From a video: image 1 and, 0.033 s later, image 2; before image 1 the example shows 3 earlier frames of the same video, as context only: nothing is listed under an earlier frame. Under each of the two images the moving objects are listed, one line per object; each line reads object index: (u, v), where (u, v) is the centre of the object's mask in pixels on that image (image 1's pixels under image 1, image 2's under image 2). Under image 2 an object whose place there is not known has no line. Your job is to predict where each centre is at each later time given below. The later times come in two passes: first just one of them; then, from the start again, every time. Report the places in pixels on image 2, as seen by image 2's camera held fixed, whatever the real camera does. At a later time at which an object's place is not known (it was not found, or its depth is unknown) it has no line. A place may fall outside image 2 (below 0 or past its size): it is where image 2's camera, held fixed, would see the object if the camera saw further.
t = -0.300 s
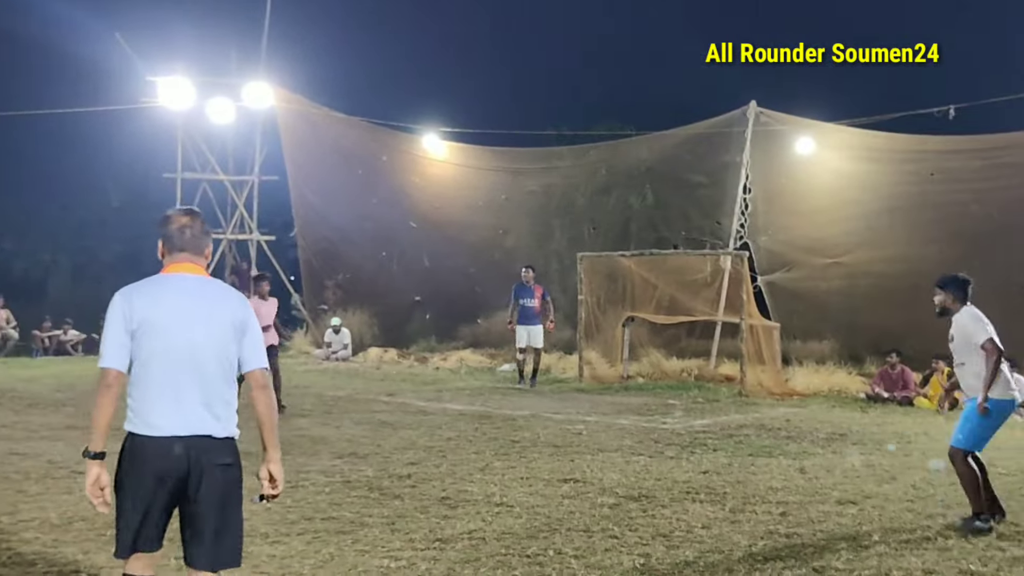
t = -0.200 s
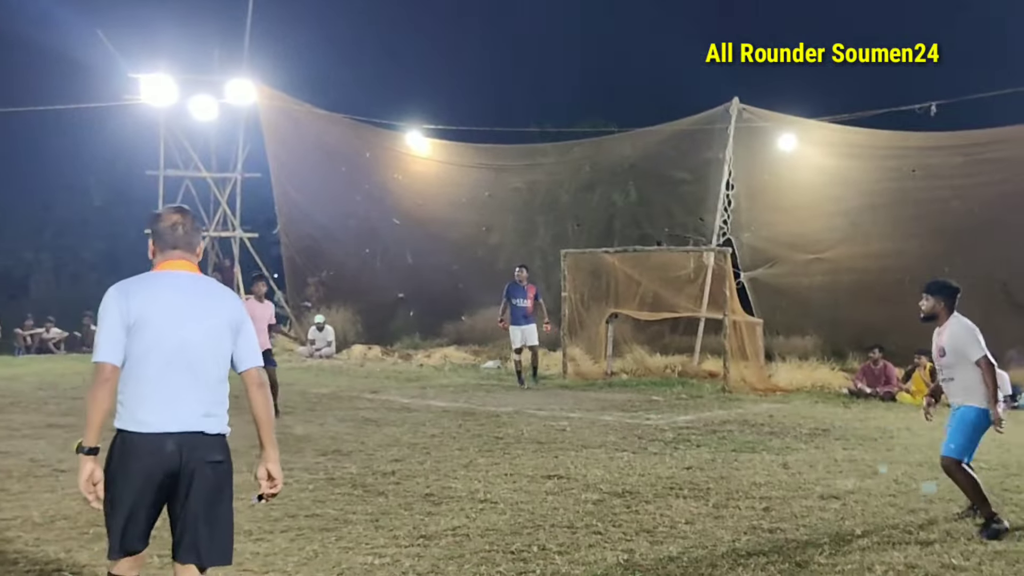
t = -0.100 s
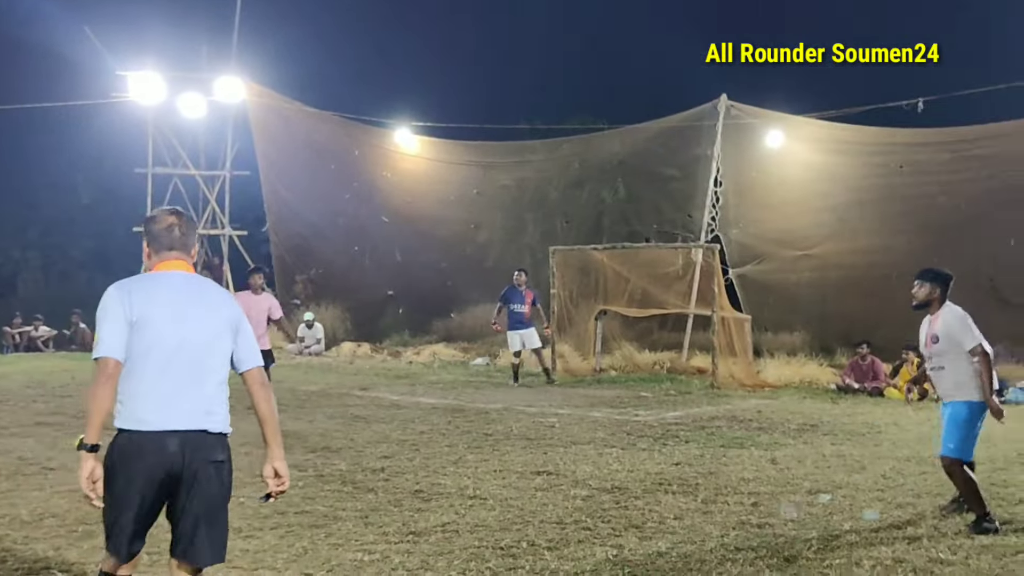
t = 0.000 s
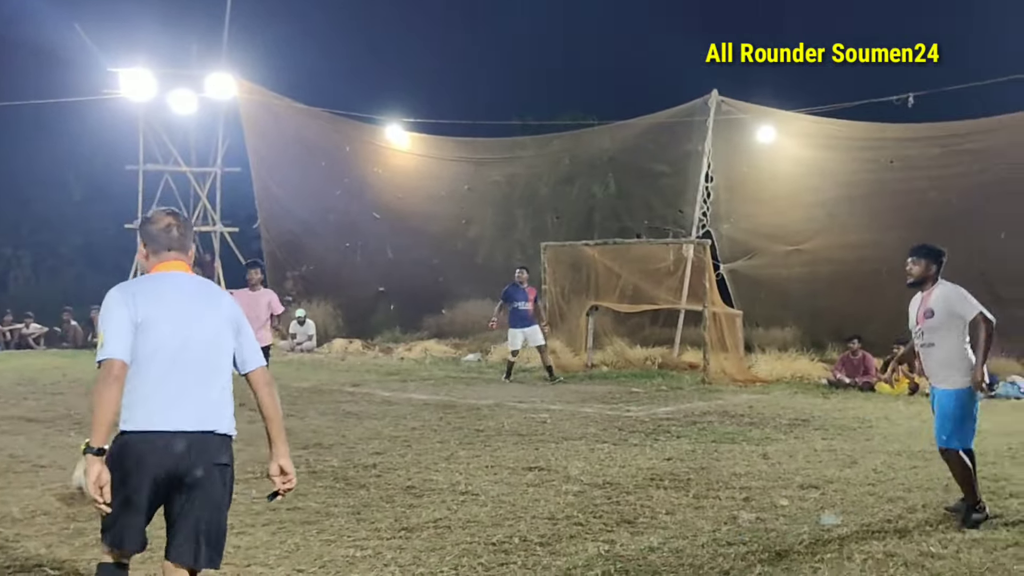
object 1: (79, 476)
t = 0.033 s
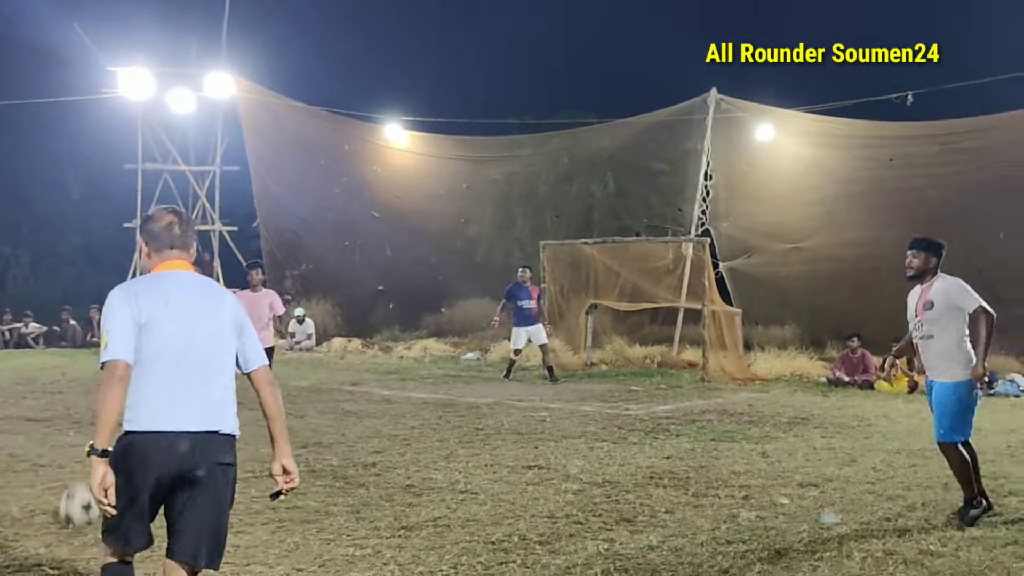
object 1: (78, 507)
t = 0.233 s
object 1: (-4, 467)
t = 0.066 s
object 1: (68, 501)
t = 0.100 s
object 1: (56, 490)
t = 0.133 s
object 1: (43, 482)
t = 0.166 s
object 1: (29, 475)
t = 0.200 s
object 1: (12, 470)
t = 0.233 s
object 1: (-4, 467)
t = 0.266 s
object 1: (-20, 466)
